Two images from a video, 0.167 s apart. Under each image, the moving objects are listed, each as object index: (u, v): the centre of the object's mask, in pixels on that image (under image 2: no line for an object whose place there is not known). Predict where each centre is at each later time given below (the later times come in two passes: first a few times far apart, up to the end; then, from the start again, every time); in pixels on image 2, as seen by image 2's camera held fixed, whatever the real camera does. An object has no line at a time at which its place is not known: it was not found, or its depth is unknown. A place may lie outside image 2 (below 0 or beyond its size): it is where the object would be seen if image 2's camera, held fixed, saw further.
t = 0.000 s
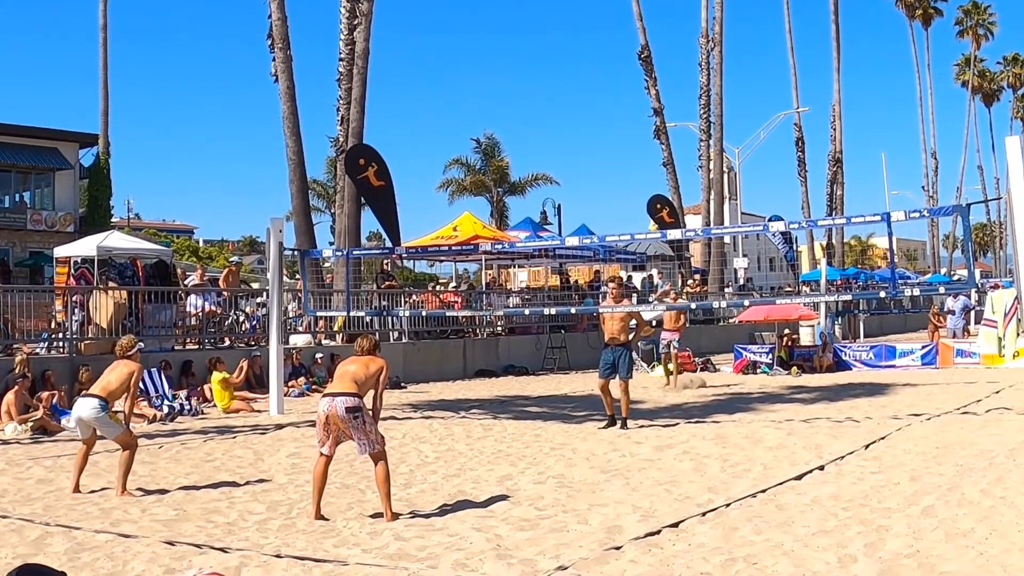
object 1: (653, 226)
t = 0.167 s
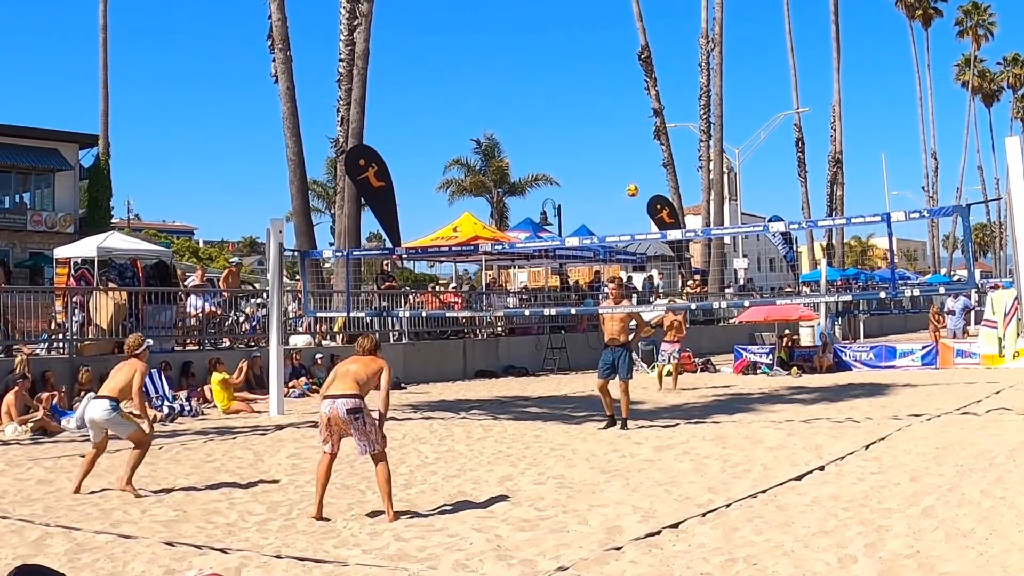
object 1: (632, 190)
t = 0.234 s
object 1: (623, 178)
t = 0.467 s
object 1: (594, 153)
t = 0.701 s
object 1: (557, 160)
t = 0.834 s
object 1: (533, 186)
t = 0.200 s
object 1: (628, 184)
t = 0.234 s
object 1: (623, 178)
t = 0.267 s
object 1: (619, 174)
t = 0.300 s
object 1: (616, 169)
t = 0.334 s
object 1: (611, 164)
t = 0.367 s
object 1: (607, 161)
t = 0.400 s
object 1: (603, 157)
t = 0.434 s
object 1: (598, 155)
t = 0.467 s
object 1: (594, 153)
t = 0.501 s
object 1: (589, 151)
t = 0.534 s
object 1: (584, 151)
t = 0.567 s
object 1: (578, 150)
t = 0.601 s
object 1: (573, 151)
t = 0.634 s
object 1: (568, 153)
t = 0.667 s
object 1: (563, 156)
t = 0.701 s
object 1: (557, 160)
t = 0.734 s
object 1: (552, 164)
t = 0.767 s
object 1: (546, 170)
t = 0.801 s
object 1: (539, 177)
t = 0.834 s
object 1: (533, 186)
